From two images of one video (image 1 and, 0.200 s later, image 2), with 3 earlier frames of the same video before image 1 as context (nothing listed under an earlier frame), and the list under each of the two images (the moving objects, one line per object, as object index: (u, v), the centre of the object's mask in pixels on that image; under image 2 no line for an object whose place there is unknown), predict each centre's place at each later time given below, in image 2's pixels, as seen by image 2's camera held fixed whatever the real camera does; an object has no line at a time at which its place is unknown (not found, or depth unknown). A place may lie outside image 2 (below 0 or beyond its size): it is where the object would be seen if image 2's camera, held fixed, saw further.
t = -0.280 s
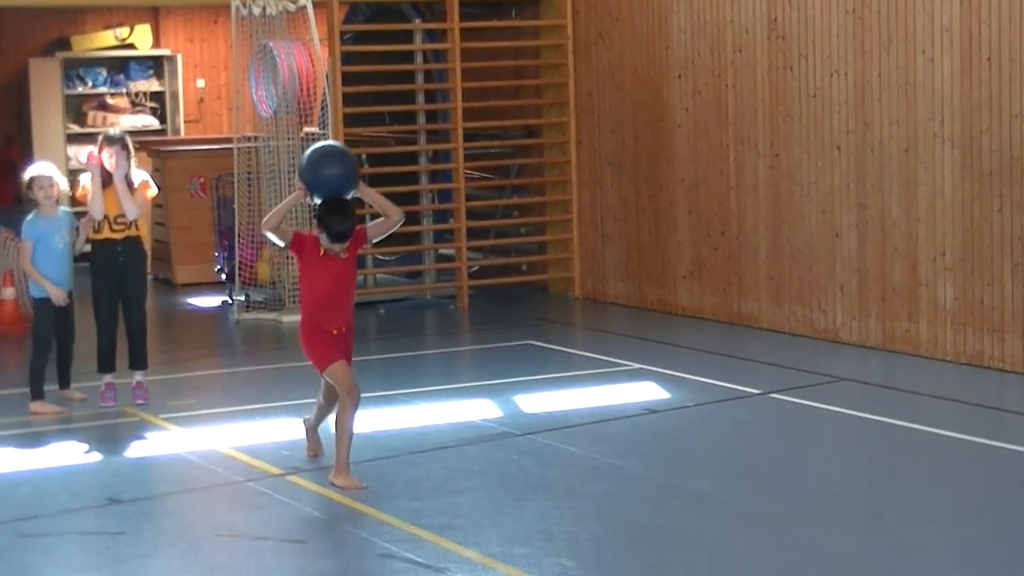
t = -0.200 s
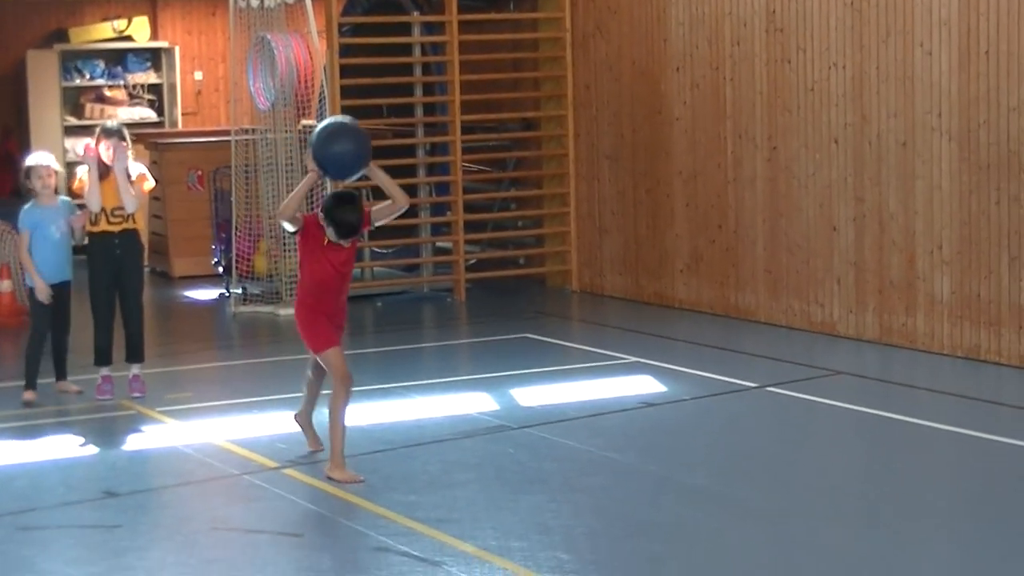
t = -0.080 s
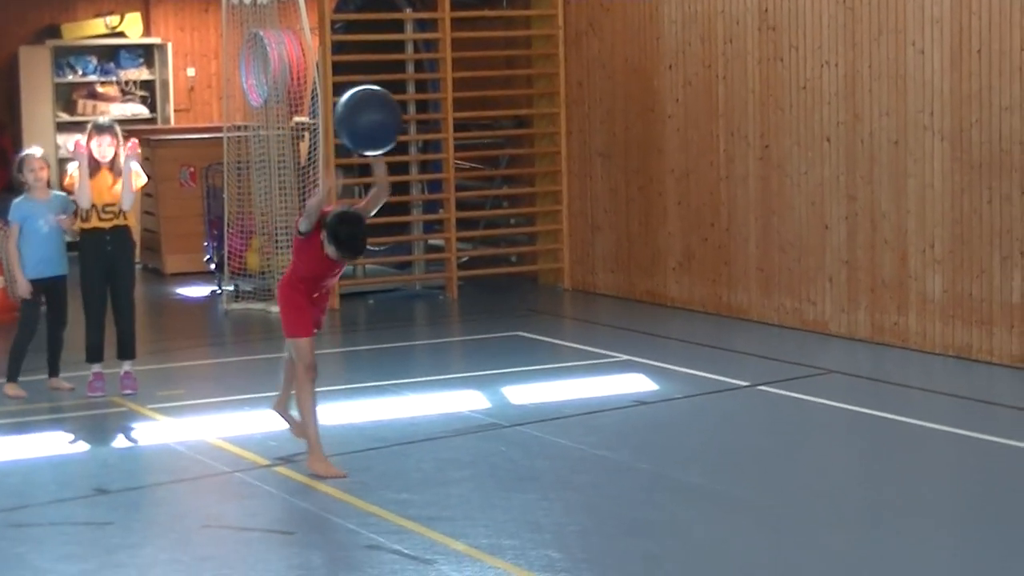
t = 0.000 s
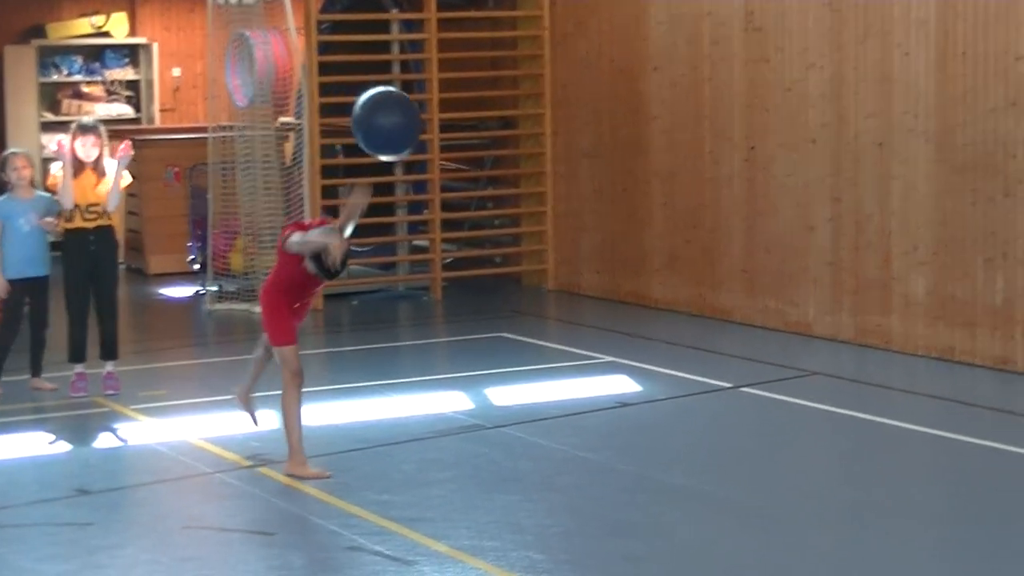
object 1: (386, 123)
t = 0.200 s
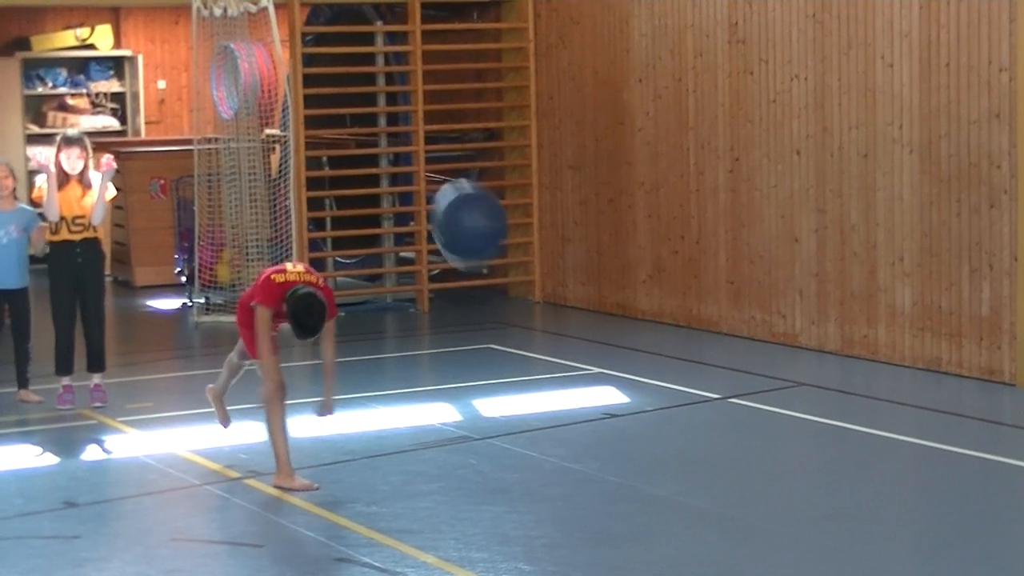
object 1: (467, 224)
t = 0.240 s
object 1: (488, 259)
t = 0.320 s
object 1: (536, 342)
